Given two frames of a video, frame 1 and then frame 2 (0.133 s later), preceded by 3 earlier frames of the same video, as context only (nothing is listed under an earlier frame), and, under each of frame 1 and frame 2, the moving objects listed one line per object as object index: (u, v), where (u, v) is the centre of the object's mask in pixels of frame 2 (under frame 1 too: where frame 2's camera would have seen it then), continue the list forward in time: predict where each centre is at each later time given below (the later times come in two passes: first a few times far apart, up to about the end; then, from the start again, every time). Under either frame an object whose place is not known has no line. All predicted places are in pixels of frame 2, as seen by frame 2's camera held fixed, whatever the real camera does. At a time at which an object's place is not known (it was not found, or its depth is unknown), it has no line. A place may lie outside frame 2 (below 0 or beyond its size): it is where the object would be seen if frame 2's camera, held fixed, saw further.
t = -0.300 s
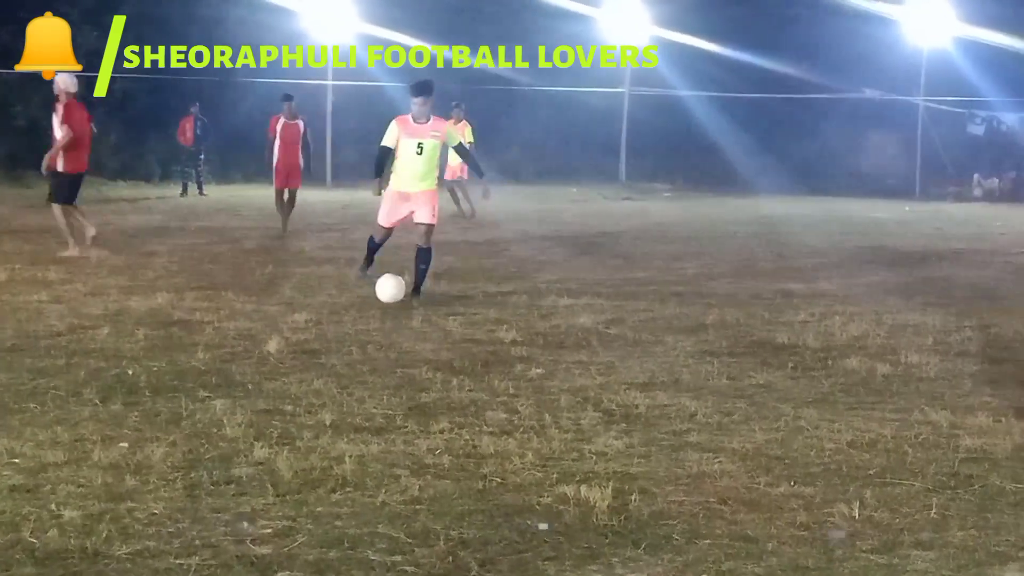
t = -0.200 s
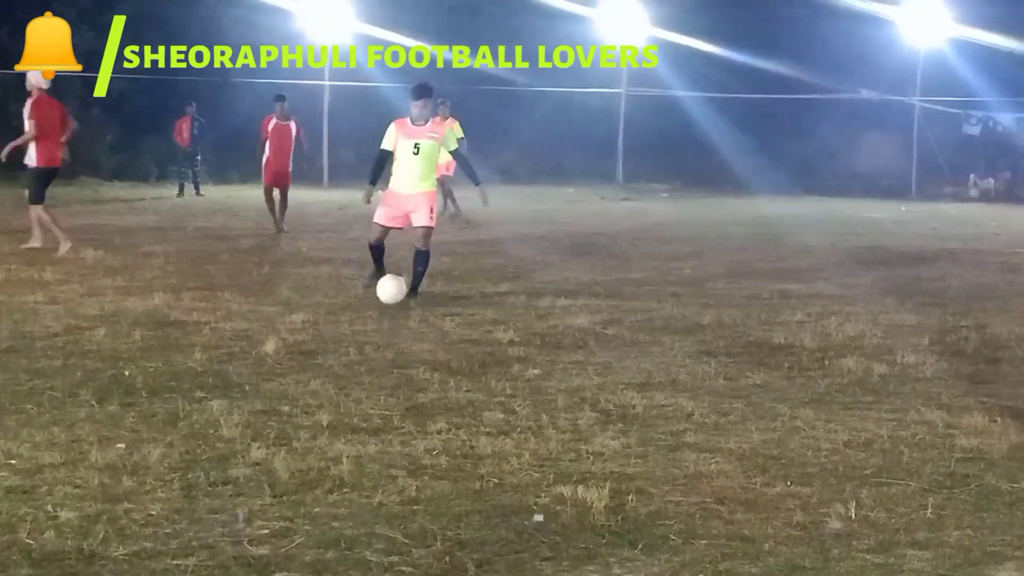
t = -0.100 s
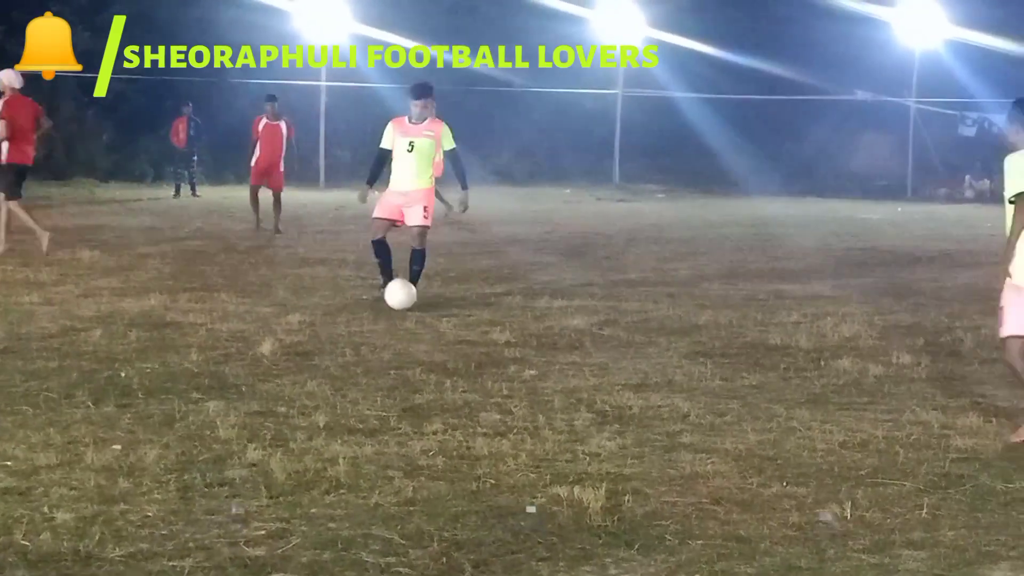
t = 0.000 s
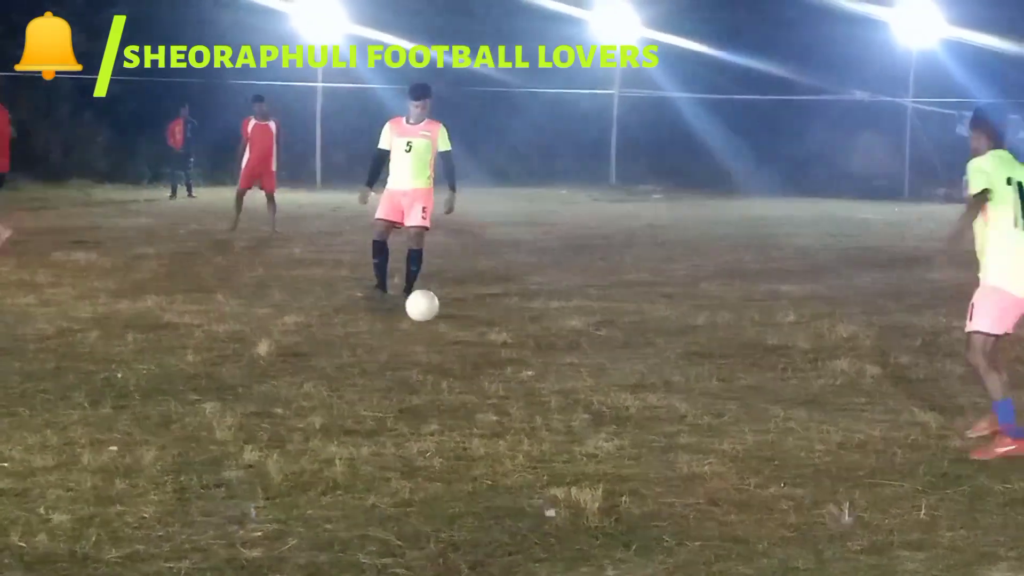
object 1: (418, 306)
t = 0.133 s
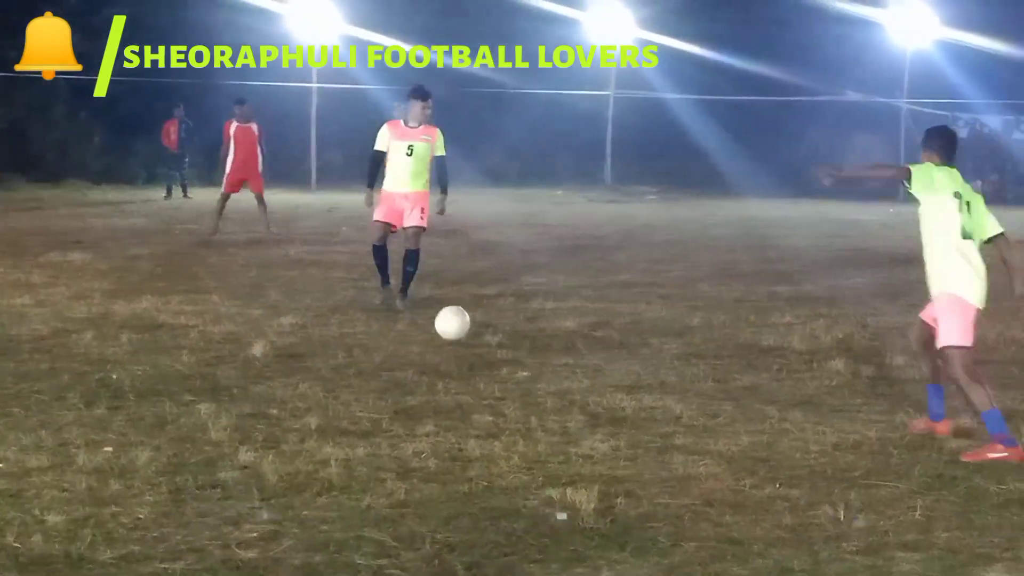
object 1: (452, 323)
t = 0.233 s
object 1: (478, 326)
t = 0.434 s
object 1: (530, 355)
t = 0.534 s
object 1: (551, 363)
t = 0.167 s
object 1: (461, 323)
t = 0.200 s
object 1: (469, 324)
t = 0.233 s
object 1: (478, 326)
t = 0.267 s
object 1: (487, 330)
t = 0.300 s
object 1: (495, 337)
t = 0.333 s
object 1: (505, 345)
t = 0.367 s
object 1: (515, 355)
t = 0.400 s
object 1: (522, 357)
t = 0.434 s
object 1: (530, 355)
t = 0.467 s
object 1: (537, 356)
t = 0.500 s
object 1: (544, 359)
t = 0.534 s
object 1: (551, 363)
